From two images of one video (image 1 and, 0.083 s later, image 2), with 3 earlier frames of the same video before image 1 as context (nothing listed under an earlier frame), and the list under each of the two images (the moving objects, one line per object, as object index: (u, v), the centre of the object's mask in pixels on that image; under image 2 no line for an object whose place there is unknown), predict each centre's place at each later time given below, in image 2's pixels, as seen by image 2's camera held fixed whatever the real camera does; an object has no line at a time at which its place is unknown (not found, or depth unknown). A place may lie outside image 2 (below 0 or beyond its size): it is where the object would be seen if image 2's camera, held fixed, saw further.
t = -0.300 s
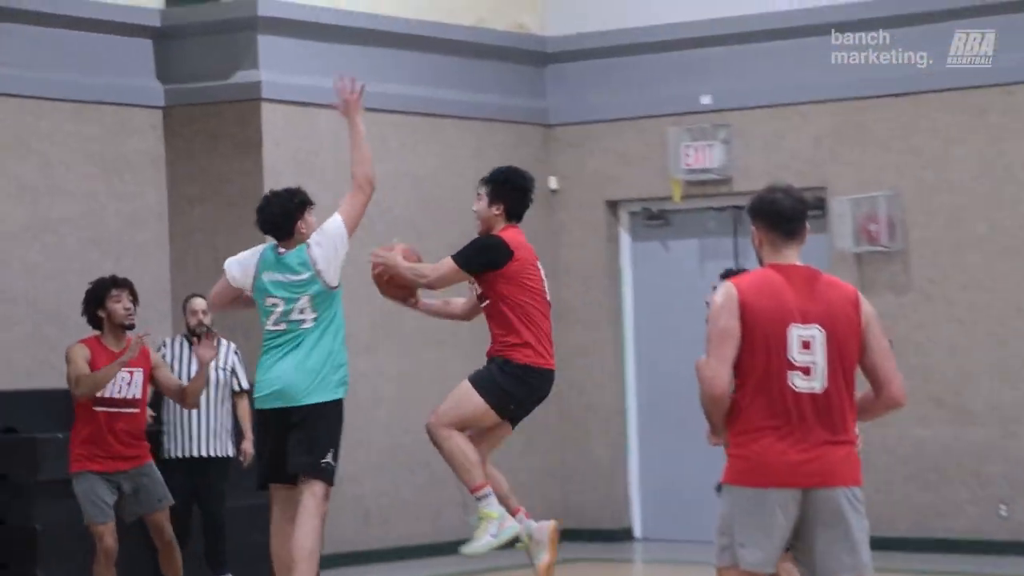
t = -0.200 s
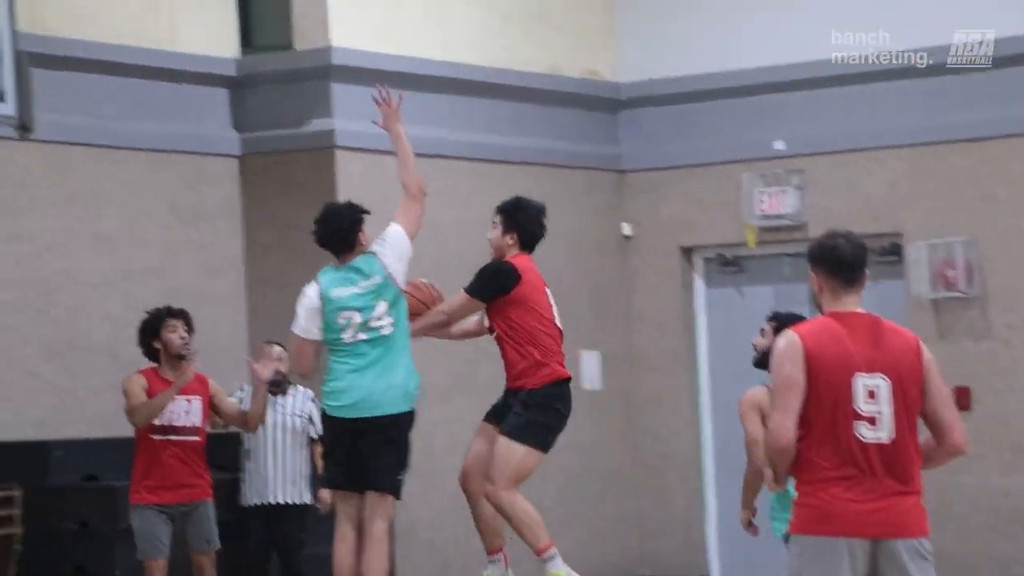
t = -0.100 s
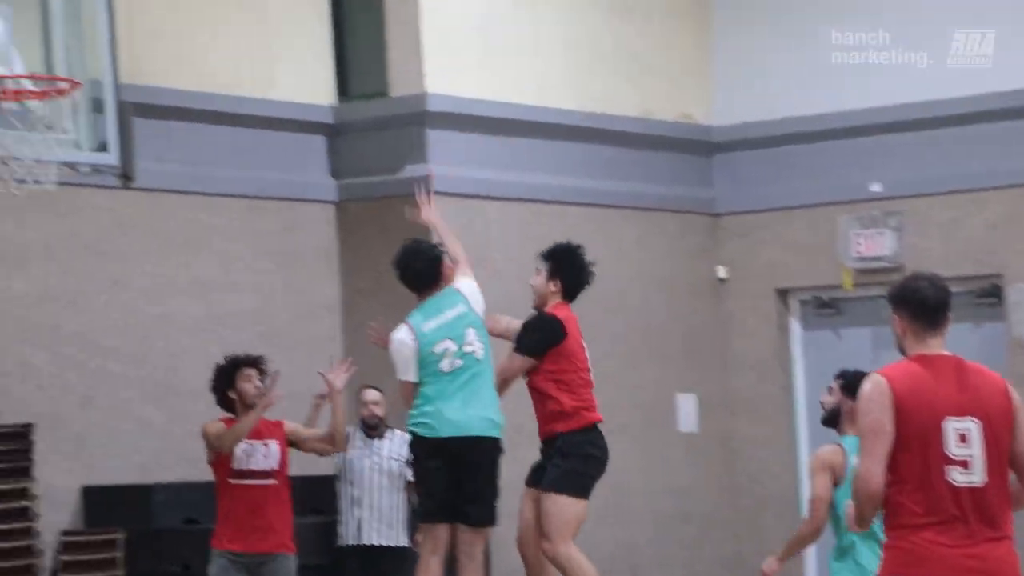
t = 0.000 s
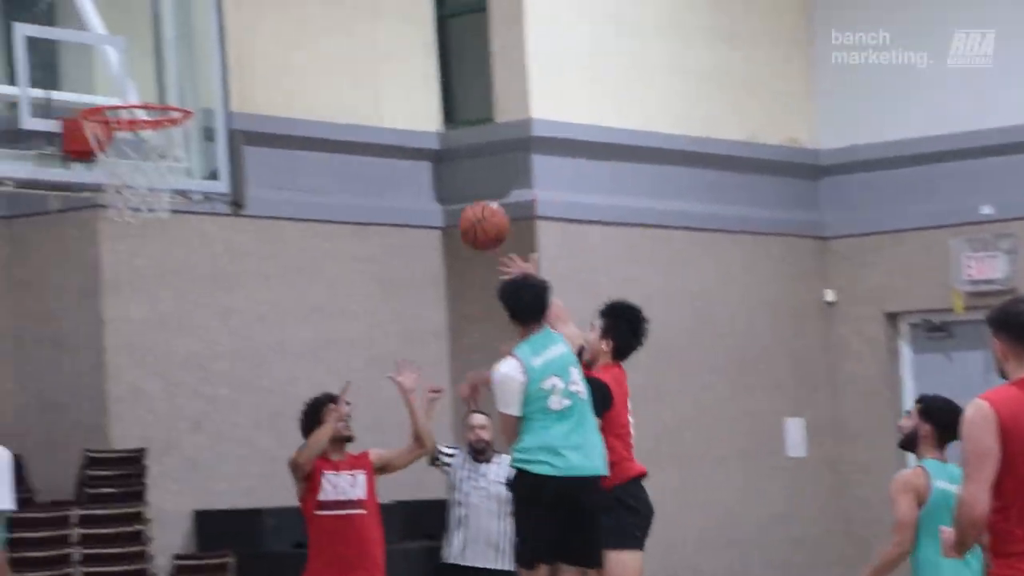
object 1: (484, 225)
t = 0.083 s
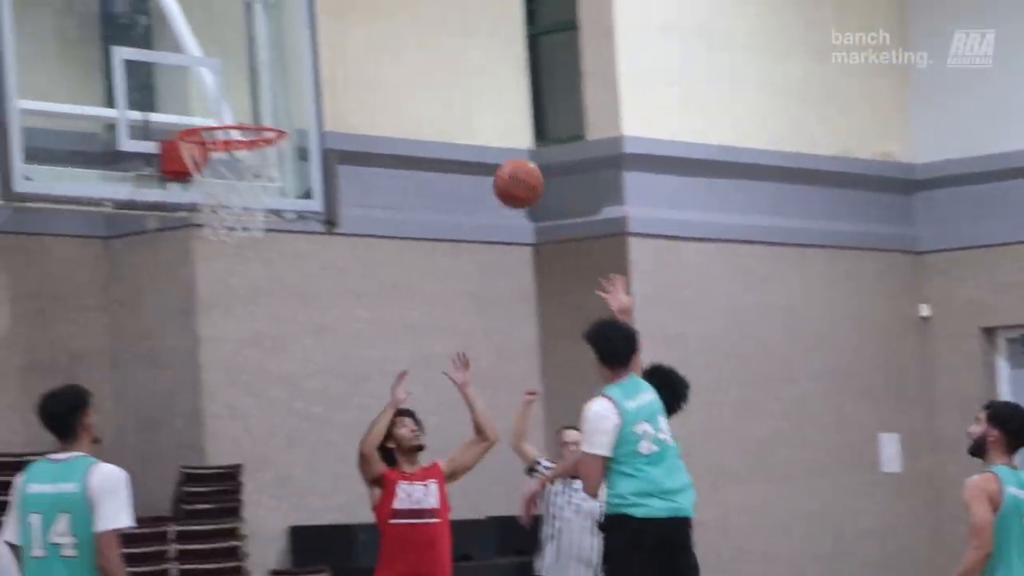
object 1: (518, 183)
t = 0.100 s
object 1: (507, 174)
